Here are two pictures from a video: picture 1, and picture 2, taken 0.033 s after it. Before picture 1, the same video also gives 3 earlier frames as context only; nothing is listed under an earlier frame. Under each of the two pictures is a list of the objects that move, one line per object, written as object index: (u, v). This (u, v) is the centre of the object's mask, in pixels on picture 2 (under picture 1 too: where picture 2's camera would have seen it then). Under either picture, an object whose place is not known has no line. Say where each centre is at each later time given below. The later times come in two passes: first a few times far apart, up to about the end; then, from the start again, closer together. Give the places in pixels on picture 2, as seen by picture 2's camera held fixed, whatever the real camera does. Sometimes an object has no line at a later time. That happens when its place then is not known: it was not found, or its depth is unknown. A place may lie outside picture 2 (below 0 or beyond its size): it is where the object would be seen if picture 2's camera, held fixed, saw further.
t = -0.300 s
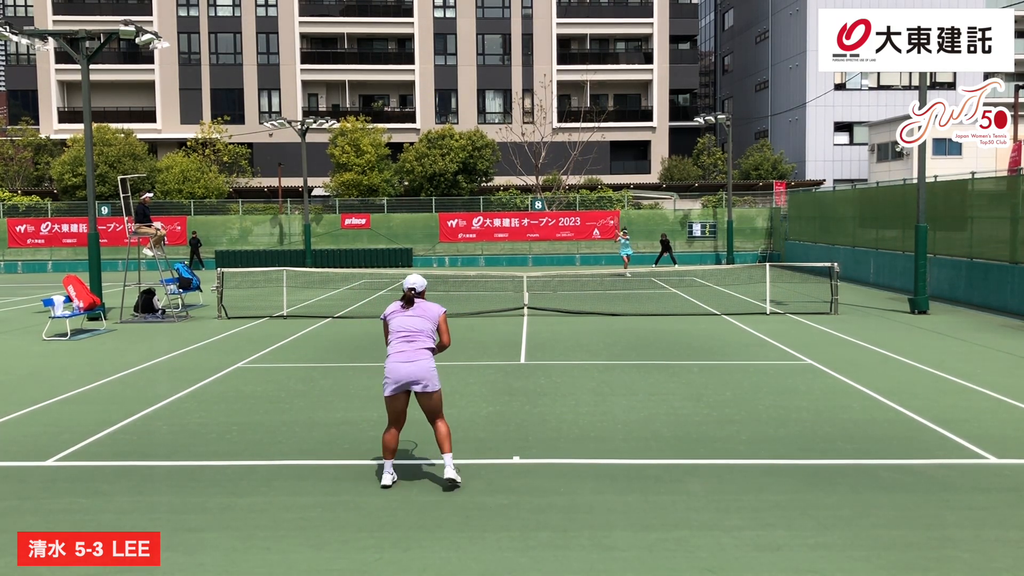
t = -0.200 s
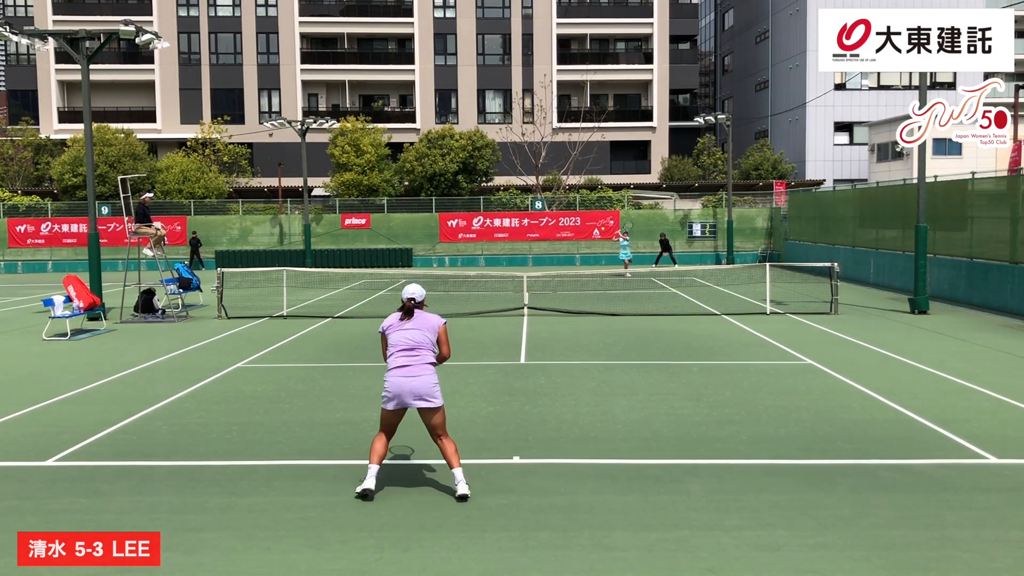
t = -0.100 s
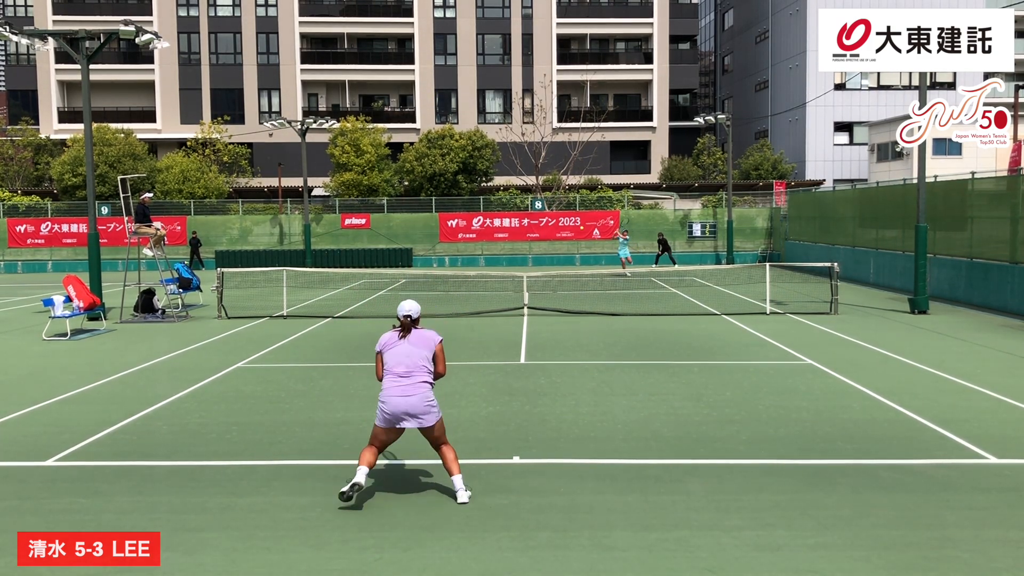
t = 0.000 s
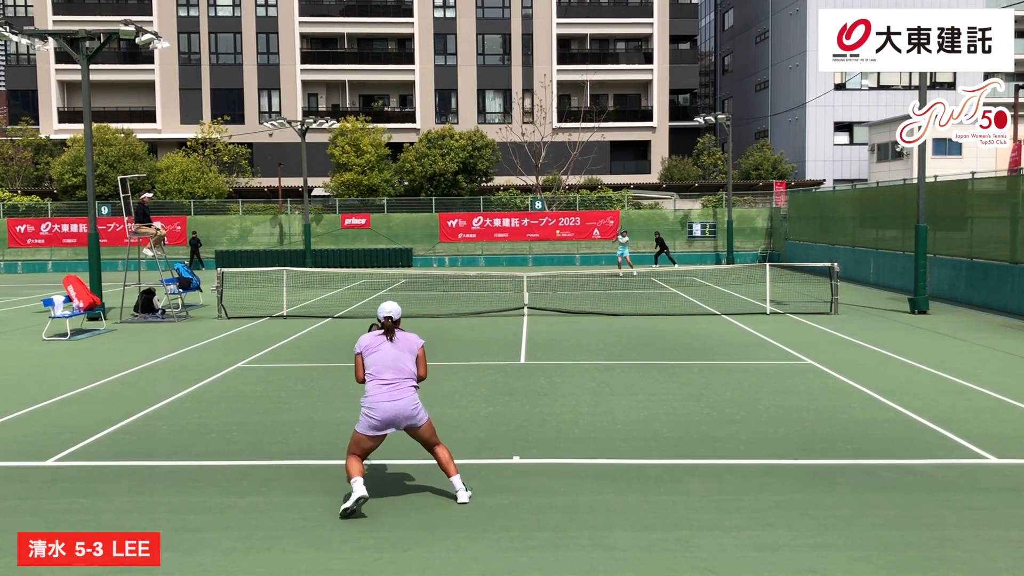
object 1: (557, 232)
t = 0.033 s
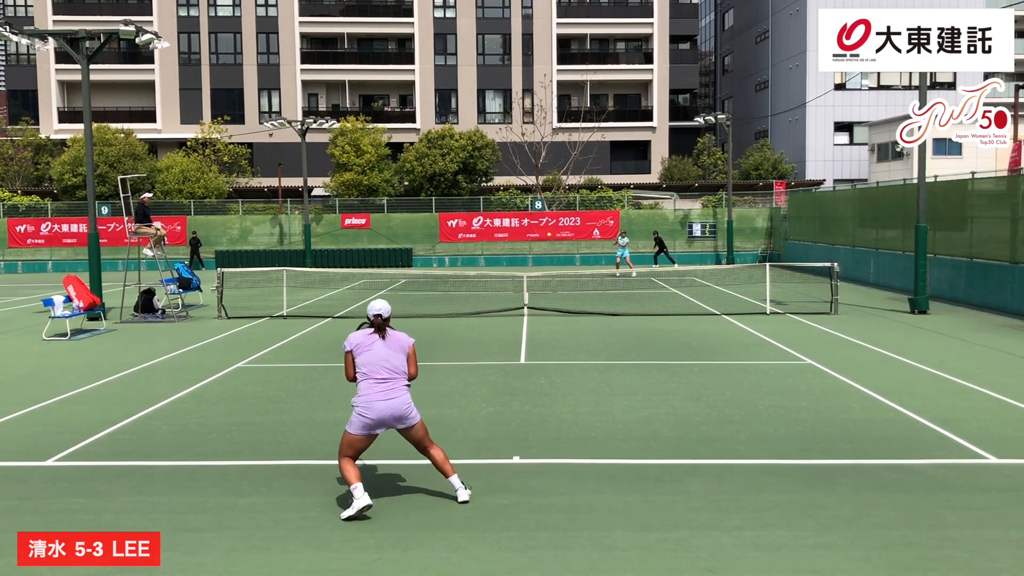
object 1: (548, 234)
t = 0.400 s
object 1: (419, 323)
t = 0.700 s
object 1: (283, 338)
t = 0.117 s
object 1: (525, 244)
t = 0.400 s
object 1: (419, 323)
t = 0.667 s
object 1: (299, 341)
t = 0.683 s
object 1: (291, 340)
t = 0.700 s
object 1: (283, 338)
